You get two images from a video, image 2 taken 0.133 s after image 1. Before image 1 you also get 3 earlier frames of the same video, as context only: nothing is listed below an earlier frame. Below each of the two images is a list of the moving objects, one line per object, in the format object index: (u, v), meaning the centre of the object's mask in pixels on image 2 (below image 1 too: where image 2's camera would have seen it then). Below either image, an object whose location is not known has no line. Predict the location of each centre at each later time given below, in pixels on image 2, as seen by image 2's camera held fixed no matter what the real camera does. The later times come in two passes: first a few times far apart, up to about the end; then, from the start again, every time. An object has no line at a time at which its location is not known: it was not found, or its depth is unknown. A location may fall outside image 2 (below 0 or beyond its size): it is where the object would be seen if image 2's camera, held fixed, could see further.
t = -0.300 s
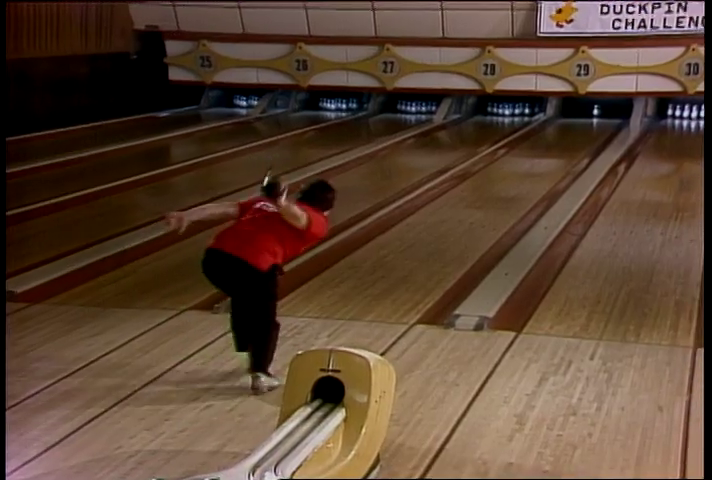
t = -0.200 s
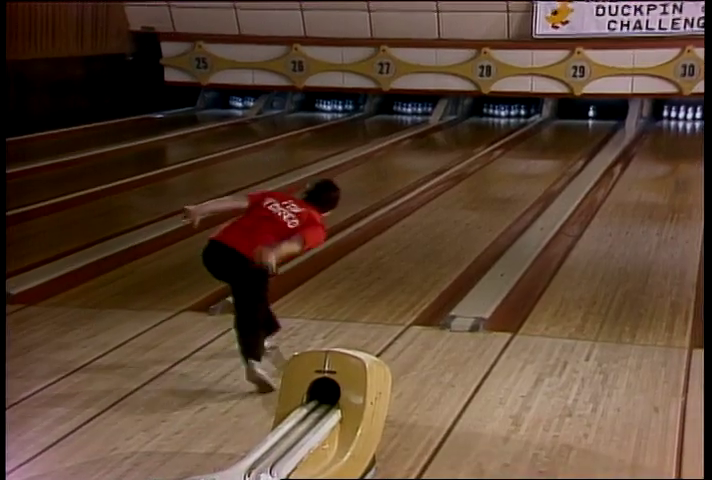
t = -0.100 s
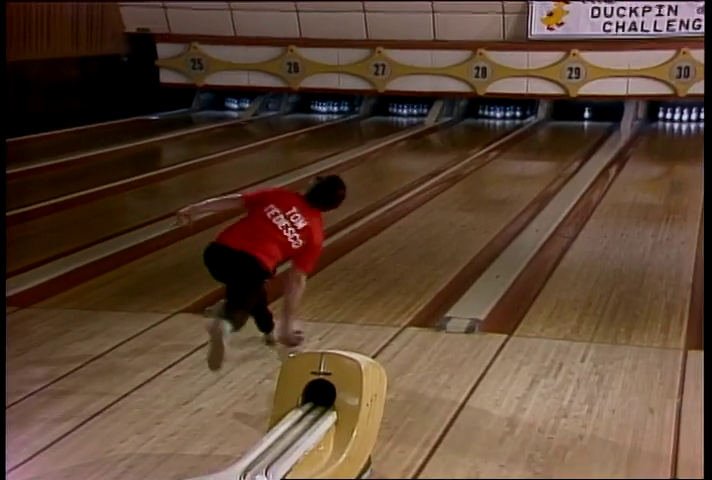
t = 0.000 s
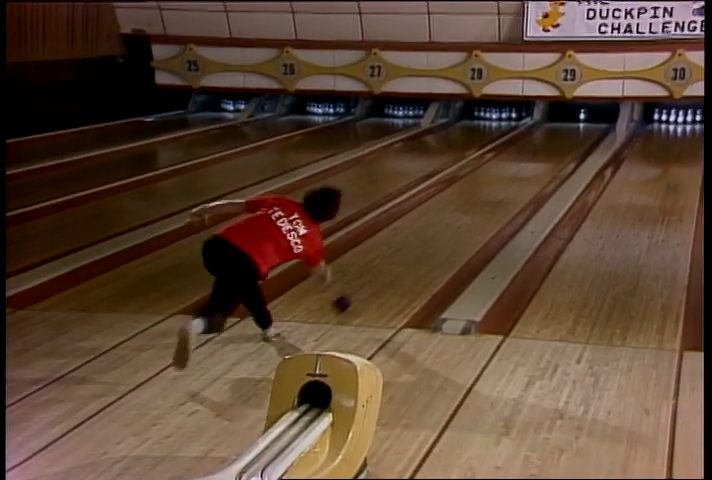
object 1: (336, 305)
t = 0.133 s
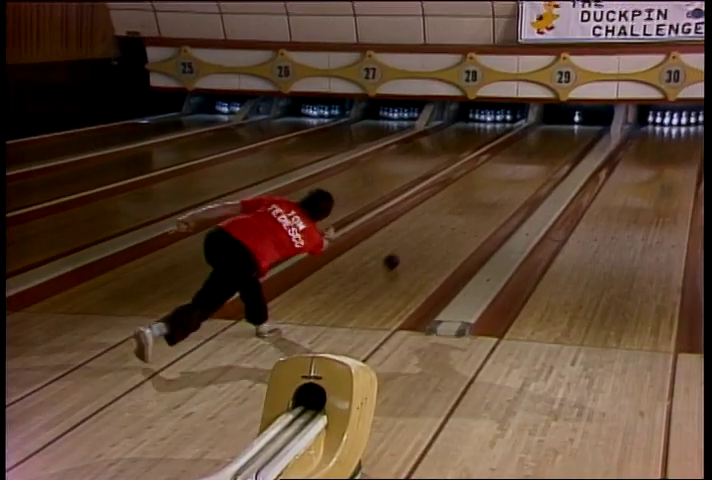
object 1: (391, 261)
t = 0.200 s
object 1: (412, 245)
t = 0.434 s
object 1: (469, 201)
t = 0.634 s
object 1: (502, 175)
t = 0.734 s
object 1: (515, 165)
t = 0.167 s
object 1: (402, 253)
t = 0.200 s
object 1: (412, 245)
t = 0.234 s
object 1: (422, 237)
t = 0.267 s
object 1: (431, 230)
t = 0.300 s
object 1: (439, 224)
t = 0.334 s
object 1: (448, 217)
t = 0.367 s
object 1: (455, 211)
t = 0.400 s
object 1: (462, 206)
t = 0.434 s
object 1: (469, 201)
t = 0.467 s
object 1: (475, 196)
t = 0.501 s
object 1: (481, 192)
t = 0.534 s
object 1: (487, 188)
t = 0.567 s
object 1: (492, 184)
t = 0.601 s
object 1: (497, 179)
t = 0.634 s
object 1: (502, 175)
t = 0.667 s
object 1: (507, 172)
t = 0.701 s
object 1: (512, 168)
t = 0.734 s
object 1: (515, 165)
